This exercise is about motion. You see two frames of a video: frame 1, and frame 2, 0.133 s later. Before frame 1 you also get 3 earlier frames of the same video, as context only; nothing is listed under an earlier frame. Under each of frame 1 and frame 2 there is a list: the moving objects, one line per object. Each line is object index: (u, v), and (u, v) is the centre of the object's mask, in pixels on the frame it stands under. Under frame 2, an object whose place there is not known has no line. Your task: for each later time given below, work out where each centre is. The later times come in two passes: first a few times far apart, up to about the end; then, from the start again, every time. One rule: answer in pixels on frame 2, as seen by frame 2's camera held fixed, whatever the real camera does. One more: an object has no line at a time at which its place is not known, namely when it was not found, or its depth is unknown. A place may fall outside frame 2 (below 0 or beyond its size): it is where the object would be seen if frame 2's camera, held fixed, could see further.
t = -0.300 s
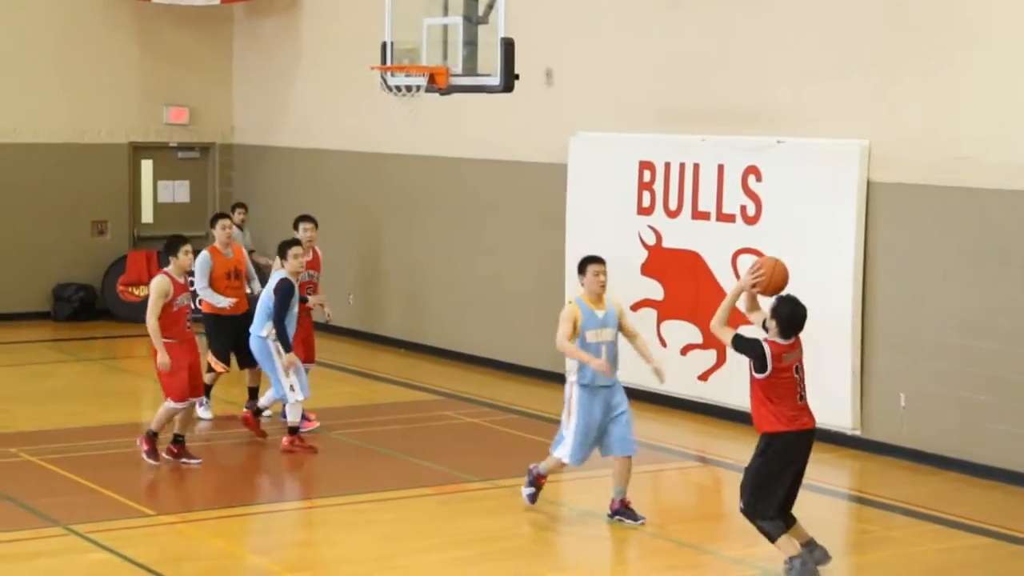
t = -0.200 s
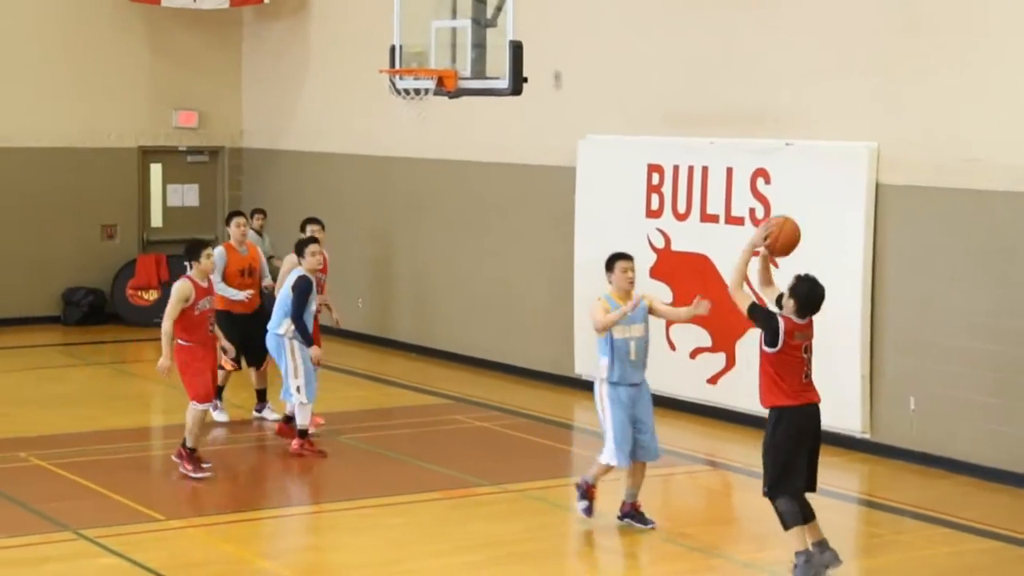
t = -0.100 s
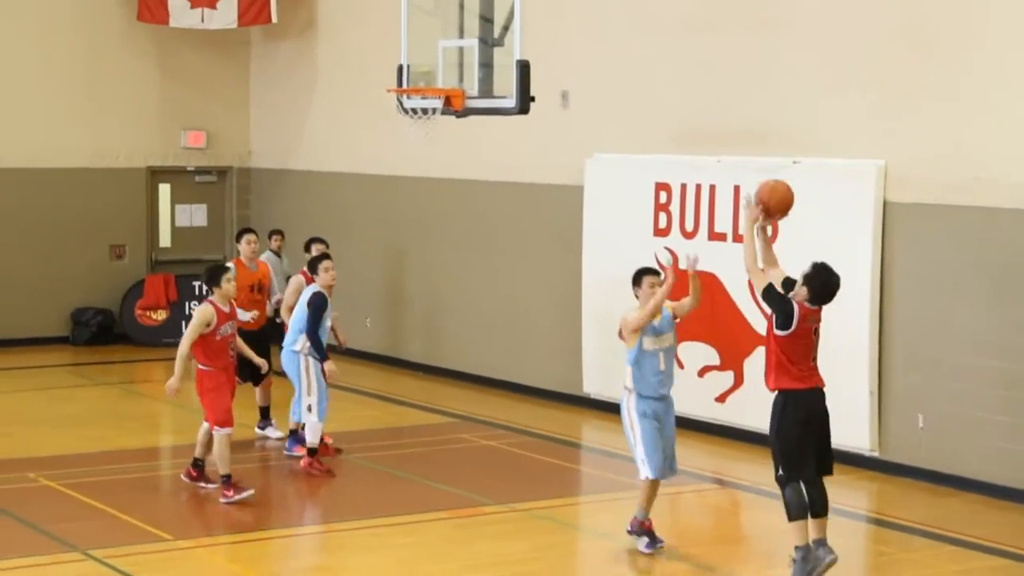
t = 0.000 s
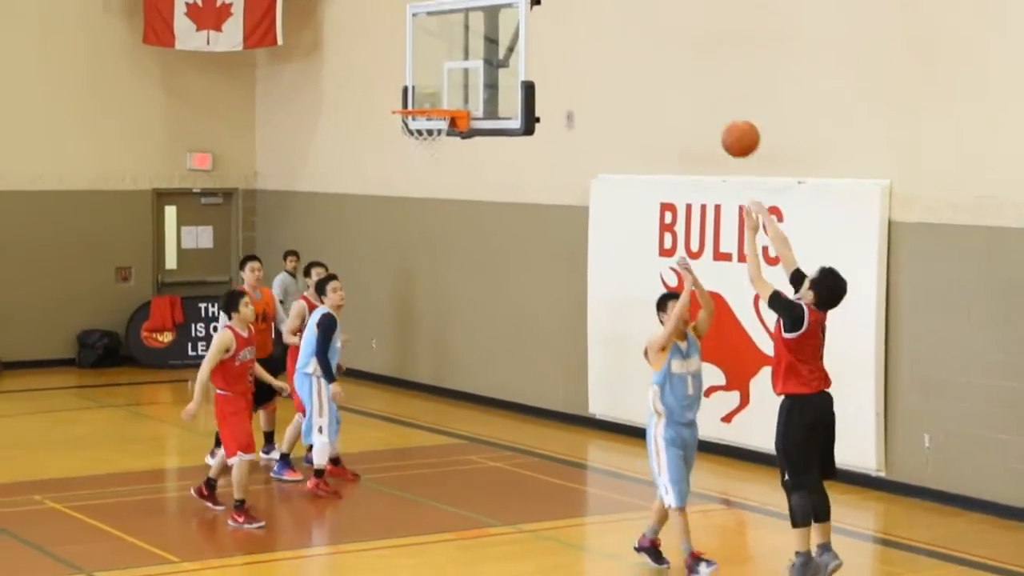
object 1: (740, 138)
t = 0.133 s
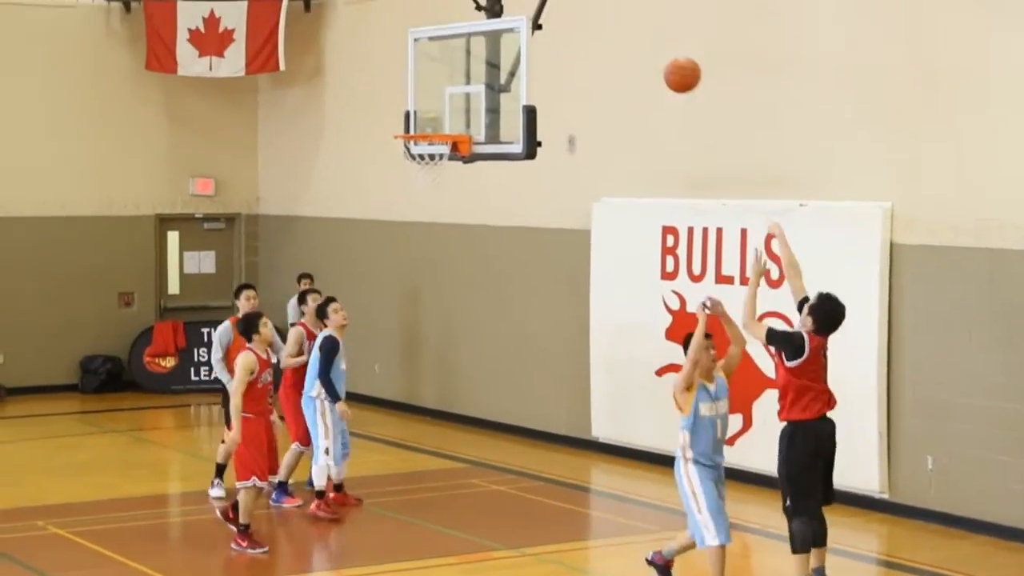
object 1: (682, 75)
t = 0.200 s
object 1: (654, 42)
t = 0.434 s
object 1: (564, -12)
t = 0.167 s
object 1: (668, 57)
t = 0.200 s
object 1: (654, 42)
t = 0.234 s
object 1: (640, 29)
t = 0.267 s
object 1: (627, 18)
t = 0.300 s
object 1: (614, 9)
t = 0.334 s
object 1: (601, 1)
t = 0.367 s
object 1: (589, -5)
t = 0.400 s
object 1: (576, -10)
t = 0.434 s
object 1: (564, -12)
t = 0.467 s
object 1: (553, -13)
